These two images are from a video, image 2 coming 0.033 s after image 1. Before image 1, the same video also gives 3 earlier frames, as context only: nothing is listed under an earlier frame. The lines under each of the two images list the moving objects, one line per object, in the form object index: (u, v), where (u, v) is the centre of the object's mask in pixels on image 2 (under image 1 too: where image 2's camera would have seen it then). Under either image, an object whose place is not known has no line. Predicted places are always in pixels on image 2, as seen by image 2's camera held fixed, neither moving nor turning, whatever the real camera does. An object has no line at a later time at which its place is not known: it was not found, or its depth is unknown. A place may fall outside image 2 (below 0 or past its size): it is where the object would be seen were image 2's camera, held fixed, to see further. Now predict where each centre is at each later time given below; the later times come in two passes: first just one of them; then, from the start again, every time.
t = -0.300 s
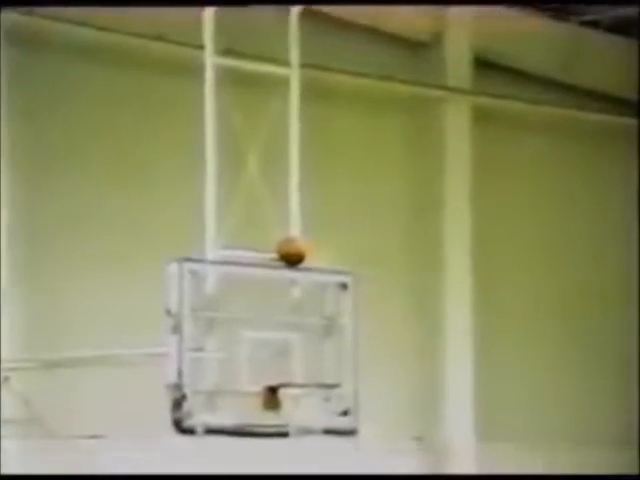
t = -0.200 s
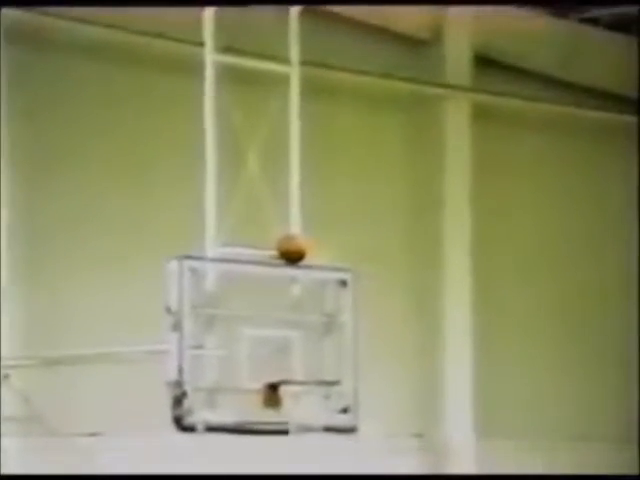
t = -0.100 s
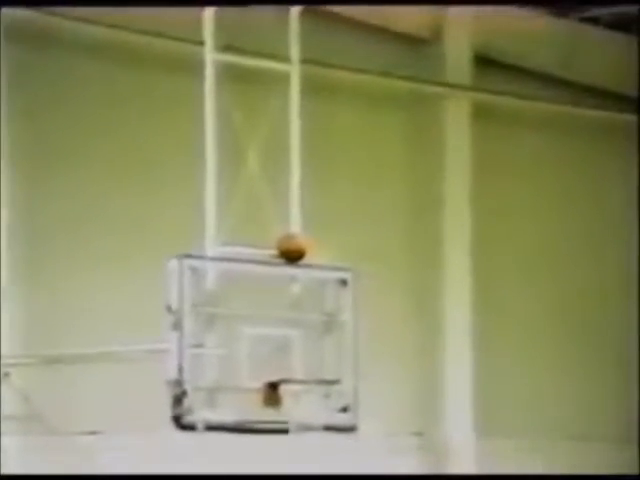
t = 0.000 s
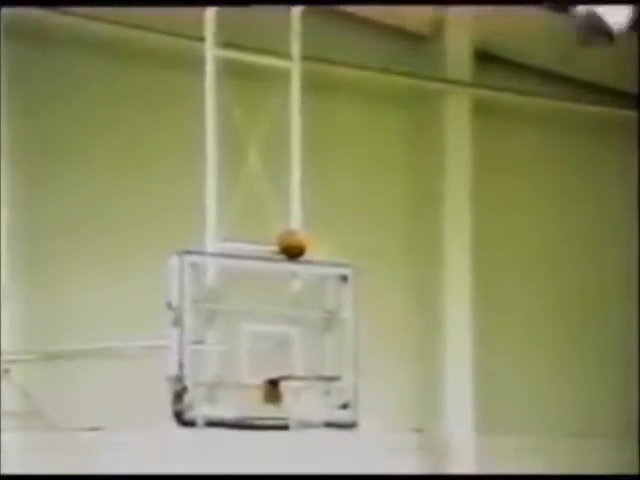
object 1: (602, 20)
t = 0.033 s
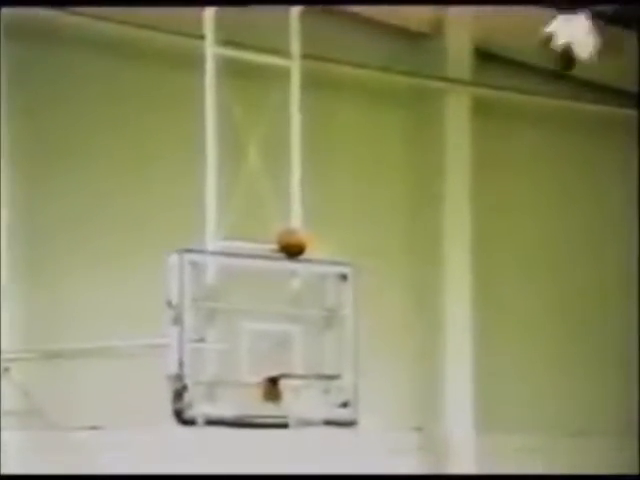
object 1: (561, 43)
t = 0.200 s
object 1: (443, 187)
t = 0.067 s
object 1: (540, 69)
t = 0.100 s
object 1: (504, 101)
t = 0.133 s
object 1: (484, 127)
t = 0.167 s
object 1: (471, 154)
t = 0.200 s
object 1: (443, 187)
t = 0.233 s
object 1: (424, 215)
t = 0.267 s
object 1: (406, 245)
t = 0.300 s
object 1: (388, 276)
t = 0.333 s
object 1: (375, 302)
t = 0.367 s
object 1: (361, 336)
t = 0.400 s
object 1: (348, 368)
